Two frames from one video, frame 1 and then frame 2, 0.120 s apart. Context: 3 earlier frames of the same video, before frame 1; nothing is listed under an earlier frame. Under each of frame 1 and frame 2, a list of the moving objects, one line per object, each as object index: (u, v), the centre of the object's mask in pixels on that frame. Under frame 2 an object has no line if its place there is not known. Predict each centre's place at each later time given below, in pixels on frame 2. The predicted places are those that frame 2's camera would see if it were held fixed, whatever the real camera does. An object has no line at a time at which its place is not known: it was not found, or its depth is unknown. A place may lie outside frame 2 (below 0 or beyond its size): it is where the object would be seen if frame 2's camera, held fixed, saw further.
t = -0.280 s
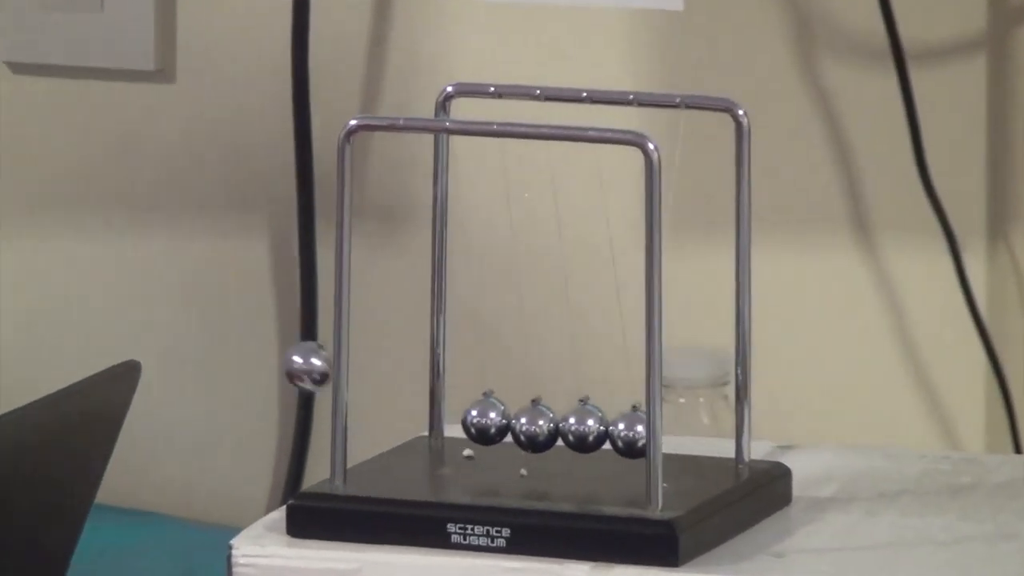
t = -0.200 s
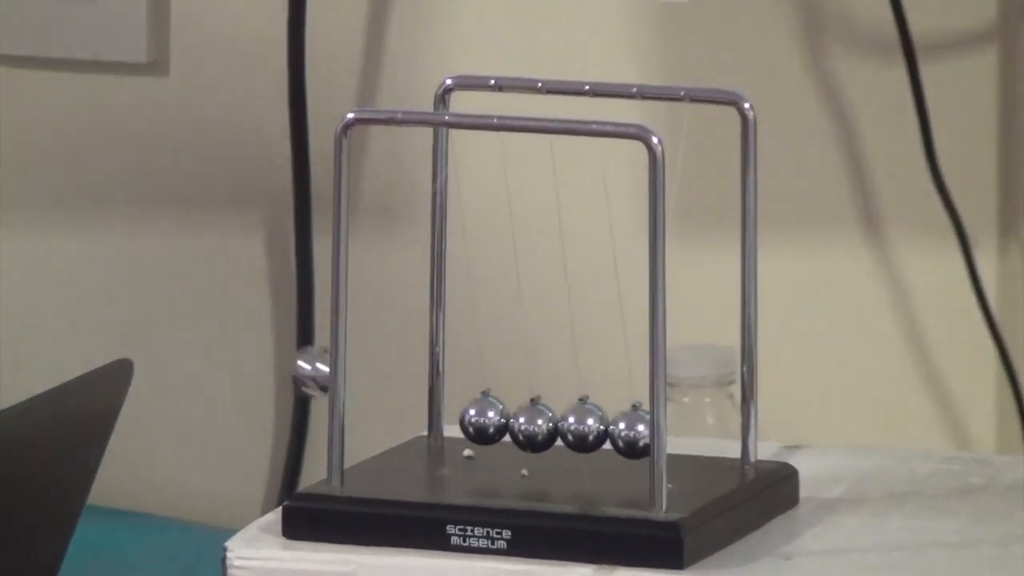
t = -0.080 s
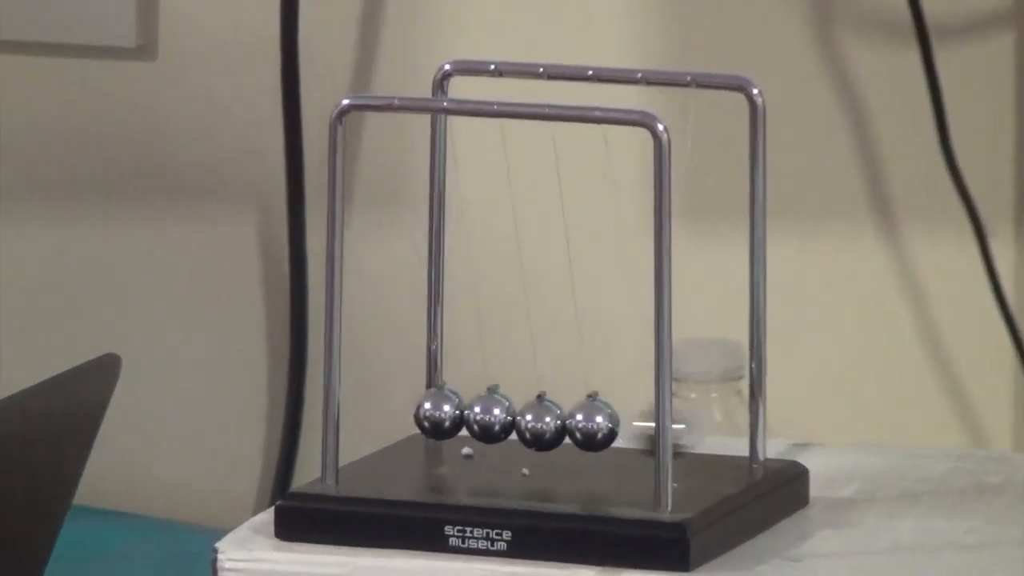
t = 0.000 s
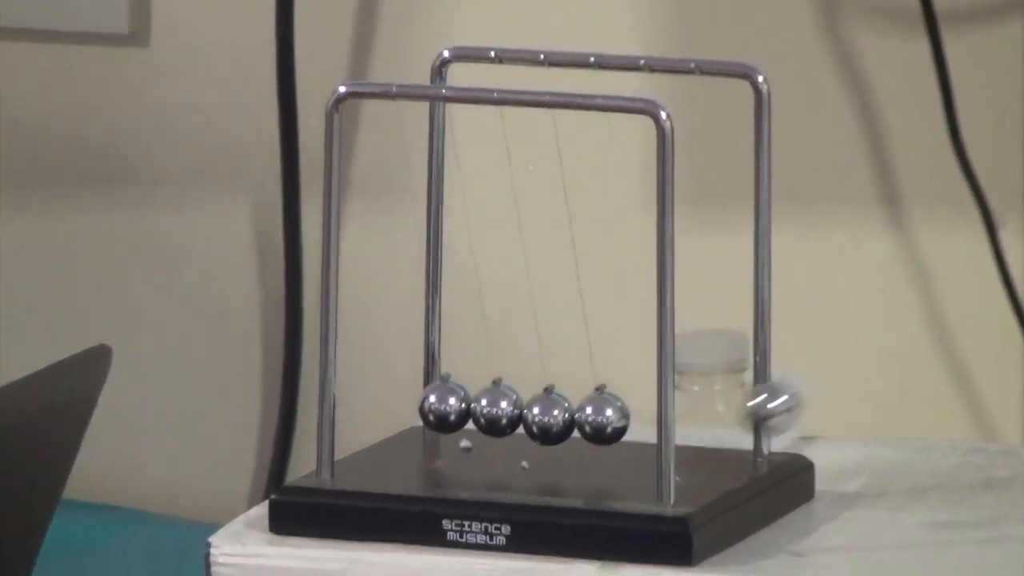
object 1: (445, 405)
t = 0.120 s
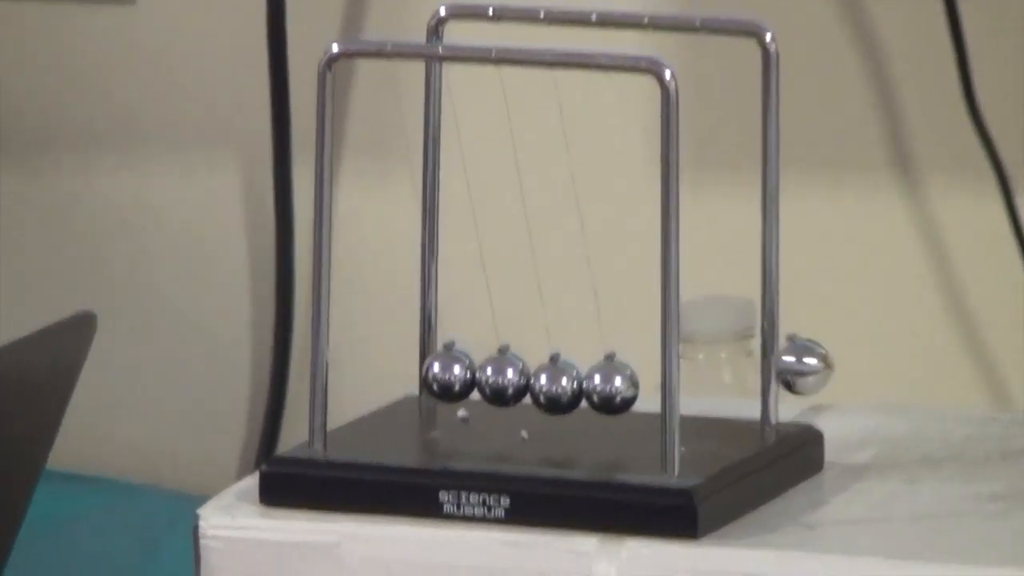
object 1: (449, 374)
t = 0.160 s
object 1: (449, 374)
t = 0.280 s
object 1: (378, 361)
